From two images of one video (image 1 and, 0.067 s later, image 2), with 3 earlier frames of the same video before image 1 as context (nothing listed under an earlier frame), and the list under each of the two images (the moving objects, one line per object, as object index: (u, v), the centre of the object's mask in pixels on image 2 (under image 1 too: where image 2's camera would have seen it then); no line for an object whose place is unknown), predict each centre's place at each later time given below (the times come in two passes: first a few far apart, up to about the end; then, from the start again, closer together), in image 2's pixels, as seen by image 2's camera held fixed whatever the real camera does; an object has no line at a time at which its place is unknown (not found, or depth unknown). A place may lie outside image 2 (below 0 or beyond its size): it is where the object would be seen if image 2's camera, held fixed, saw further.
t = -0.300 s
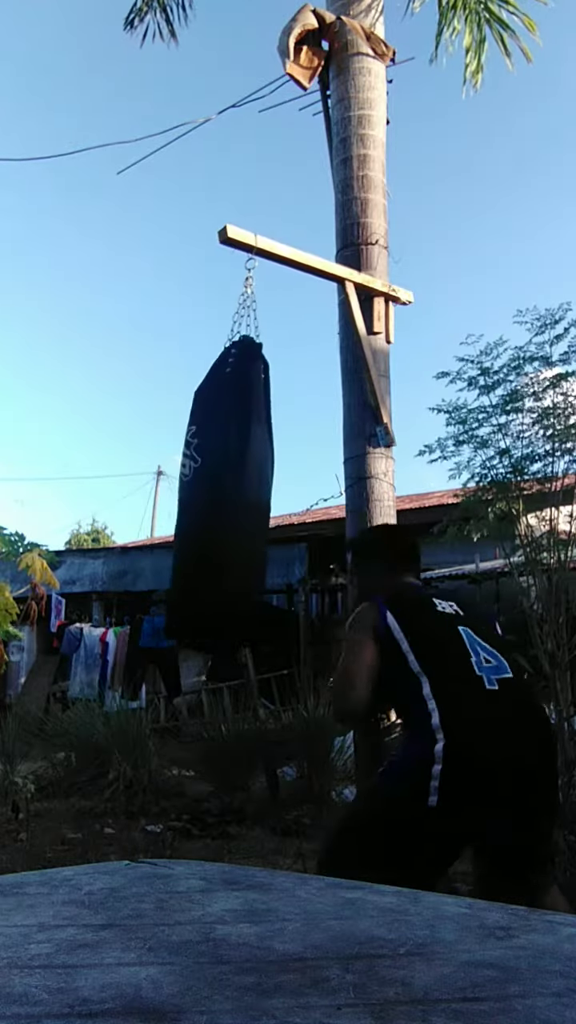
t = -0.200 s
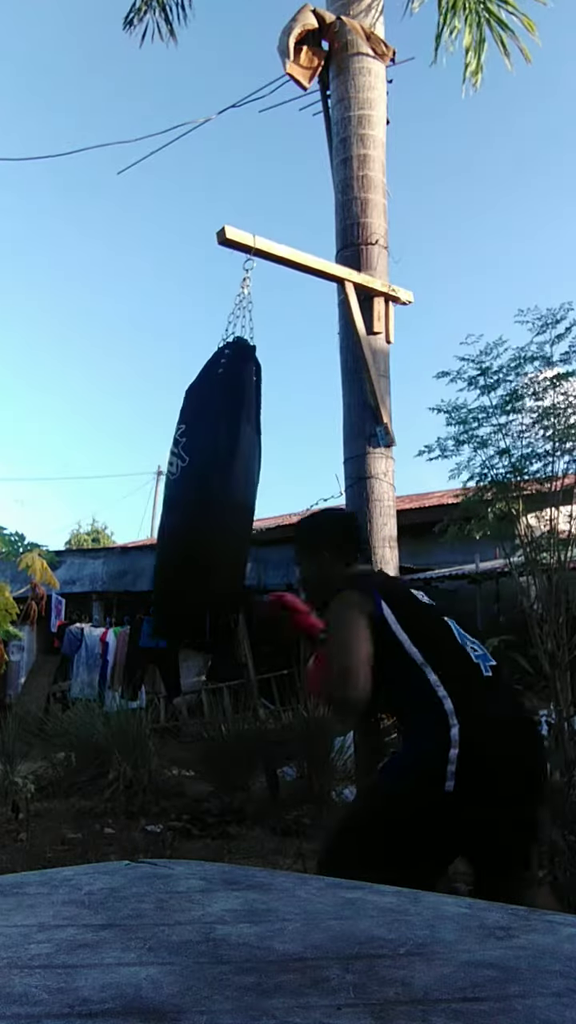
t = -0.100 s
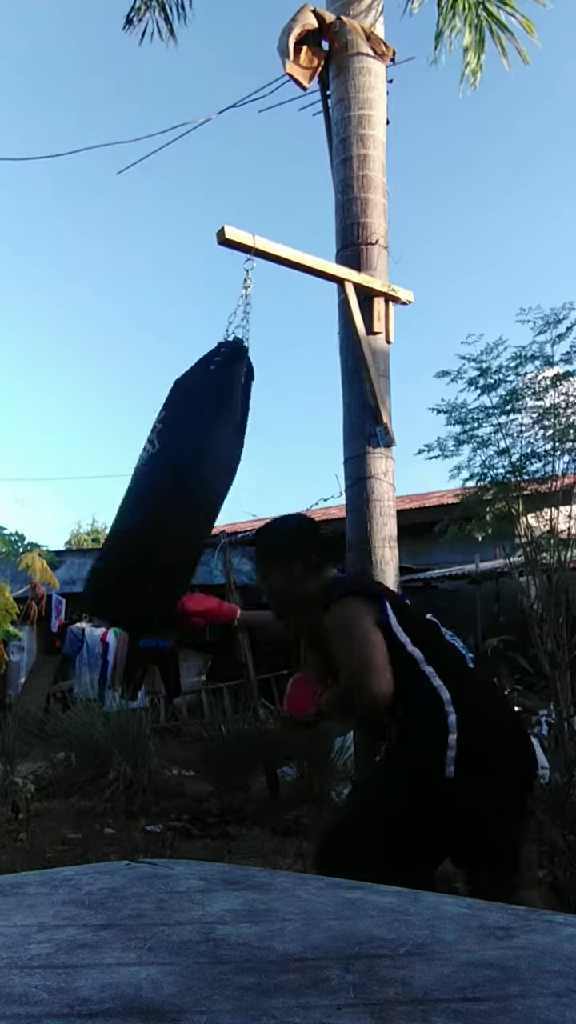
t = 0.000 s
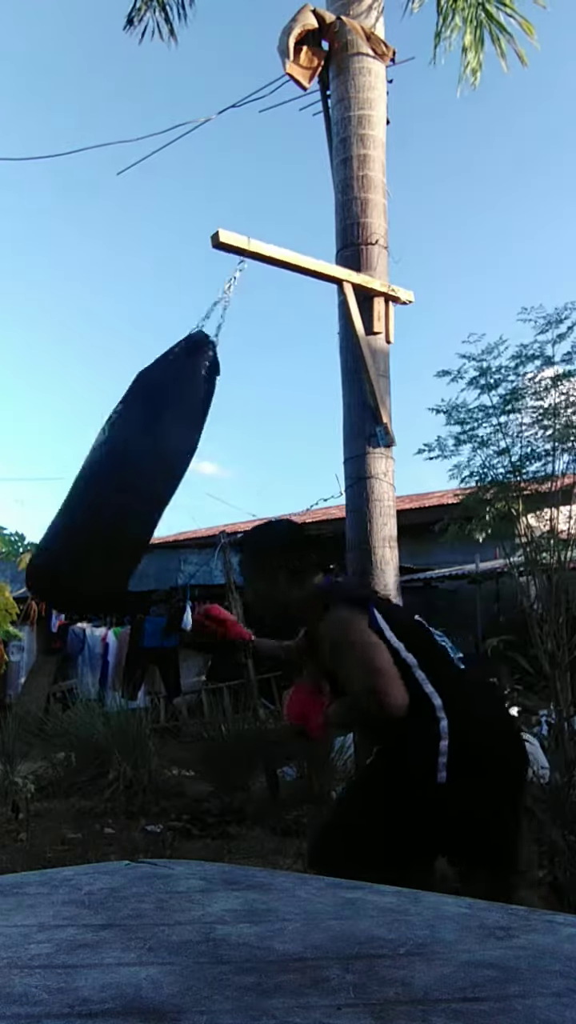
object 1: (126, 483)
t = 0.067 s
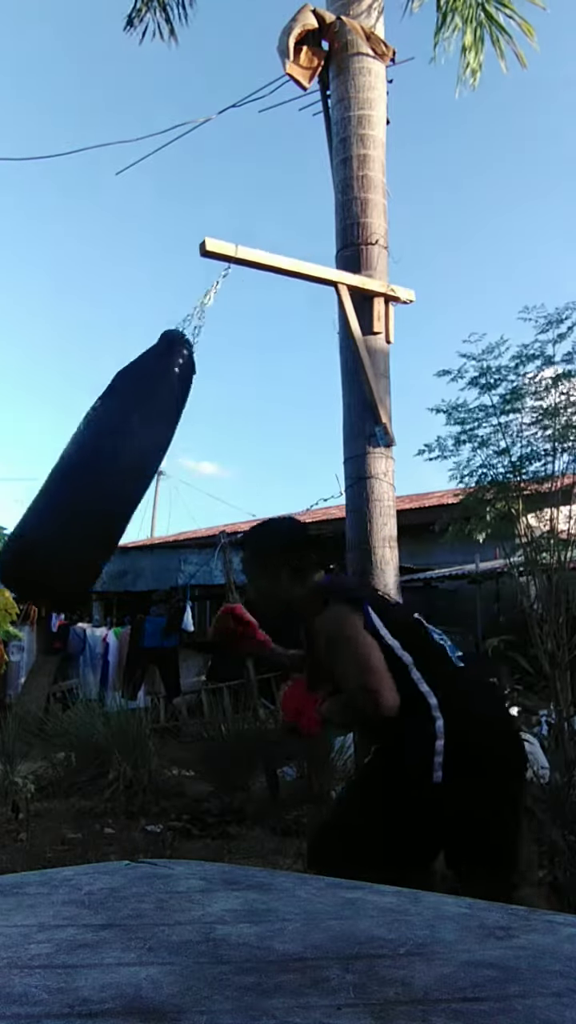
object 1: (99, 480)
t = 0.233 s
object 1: (84, 458)
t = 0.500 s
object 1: (102, 472)
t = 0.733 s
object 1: (181, 496)
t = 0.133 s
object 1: (89, 471)
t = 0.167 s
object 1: (86, 465)
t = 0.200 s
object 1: (84, 461)
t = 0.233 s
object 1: (84, 458)
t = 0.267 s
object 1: (83, 456)
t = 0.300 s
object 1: (83, 455)
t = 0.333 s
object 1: (84, 455)
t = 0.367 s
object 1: (86, 457)
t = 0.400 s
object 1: (89, 460)
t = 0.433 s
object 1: (92, 464)
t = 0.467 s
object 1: (96, 468)
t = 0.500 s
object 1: (102, 472)
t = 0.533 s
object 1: (110, 475)
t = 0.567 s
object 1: (119, 482)
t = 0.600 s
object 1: (130, 485)
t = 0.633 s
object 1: (141, 491)
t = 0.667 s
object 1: (153, 494)
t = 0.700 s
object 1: (166, 497)
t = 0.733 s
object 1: (181, 496)
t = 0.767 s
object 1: (195, 500)
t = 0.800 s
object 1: (209, 501)
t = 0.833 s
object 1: (222, 497)
